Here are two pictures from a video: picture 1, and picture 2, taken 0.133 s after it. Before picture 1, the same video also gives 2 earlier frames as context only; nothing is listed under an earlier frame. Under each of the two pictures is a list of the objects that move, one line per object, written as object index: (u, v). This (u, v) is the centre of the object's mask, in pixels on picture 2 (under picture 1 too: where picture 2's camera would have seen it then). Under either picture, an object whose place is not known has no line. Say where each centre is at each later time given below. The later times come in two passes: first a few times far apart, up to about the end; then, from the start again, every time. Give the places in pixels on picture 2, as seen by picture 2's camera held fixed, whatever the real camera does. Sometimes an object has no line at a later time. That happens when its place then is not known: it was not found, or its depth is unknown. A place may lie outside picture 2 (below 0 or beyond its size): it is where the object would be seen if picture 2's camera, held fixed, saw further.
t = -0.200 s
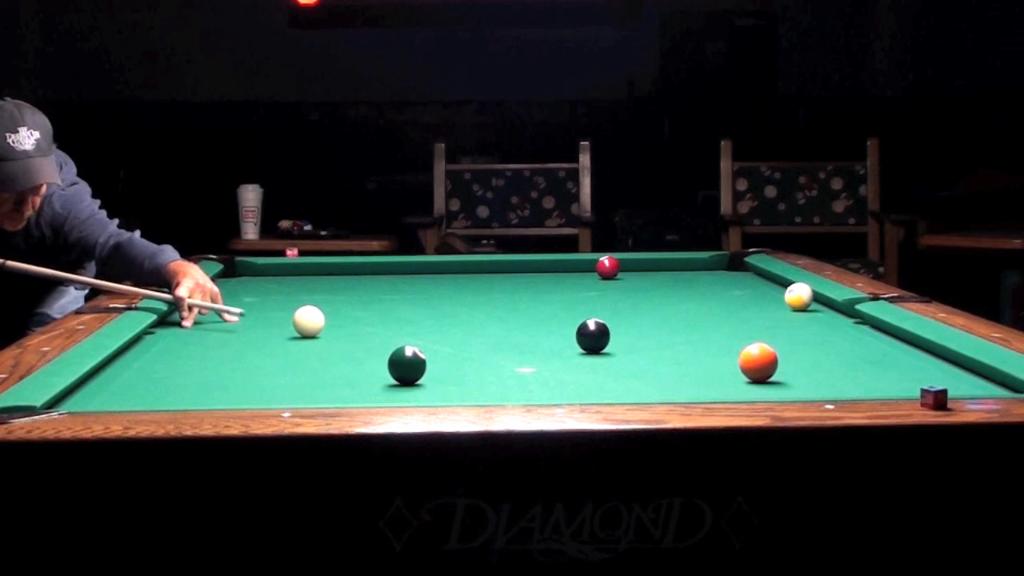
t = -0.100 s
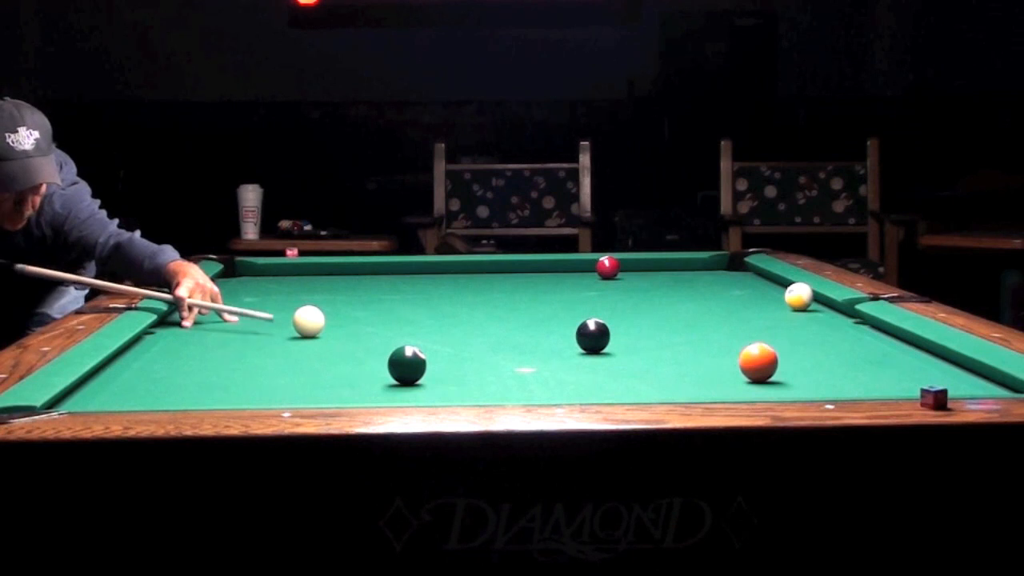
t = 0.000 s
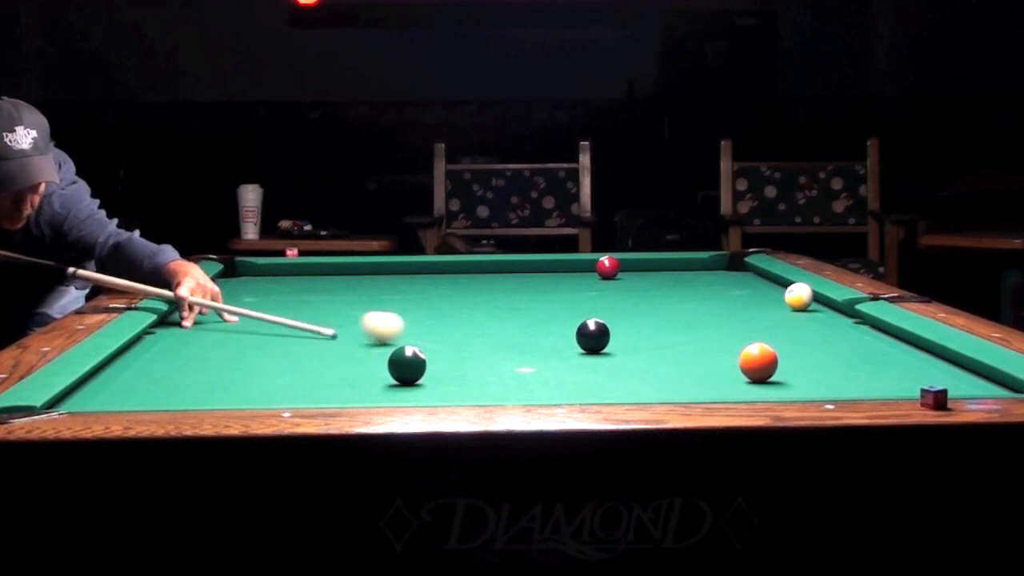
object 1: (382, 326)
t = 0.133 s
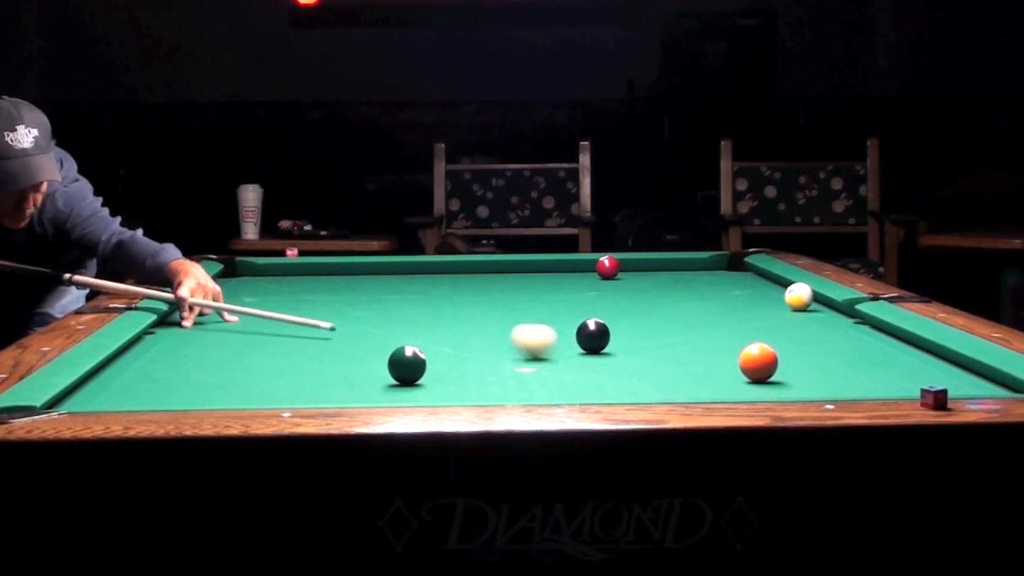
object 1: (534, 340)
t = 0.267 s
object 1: (682, 353)
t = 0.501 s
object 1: (763, 357)
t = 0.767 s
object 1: (805, 354)
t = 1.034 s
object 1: (844, 352)
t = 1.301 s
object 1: (879, 351)
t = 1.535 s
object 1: (906, 349)
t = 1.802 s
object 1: (916, 348)
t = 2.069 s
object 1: (898, 348)
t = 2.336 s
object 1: (884, 348)
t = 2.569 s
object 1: (874, 347)
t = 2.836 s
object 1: (867, 347)
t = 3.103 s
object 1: (864, 347)
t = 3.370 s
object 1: (865, 347)
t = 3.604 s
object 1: (865, 347)
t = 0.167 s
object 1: (572, 343)
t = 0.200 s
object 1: (609, 346)
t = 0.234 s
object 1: (646, 349)
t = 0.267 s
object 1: (682, 353)
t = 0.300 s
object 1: (718, 356)
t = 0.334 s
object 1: (735, 358)
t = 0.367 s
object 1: (740, 358)
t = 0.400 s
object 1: (746, 357)
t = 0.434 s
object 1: (752, 357)
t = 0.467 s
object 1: (757, 357)
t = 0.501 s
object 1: (763, 357)
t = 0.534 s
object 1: (768, 356)
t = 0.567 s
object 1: (774, 356)
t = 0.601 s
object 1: (779, 356)
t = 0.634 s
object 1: (784, 355)
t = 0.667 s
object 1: (790, 355)
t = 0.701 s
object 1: (795, 355)
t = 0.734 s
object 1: (800, 355)
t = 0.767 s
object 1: (805, 354)
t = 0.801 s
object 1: (810, 354)
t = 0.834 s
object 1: (815, 354)
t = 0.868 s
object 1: (820, 353)
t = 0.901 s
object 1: (825, 353)
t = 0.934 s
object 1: (830, 353)
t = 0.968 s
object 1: (834, 353)
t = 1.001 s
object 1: (839, 352)
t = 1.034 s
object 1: (844, 352)
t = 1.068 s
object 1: (848, 352)
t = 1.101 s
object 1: (853, 352)
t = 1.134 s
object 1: (857, 351)
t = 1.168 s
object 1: (862, 351)
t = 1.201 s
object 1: (866, 351)
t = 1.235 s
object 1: (870, 351)
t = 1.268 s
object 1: (875, 351)
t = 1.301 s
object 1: (879, 351)
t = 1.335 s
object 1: (883, 350)
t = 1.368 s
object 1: (887, 350)
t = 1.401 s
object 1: (890, 350)
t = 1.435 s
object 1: (894, 350)
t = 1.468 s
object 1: (898, 349)
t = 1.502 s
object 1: (902, 349)
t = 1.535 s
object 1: (906, 349)
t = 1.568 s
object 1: (910, 349)
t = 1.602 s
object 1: (913, 349)
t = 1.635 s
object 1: (917, 348)
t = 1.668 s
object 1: (920, 348)
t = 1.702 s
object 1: (923, 348)
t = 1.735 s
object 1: (921, 348)
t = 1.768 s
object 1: (918, 348)
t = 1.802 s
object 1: (916, 348)
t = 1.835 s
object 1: (914, 348)
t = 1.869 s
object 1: (911, 348)
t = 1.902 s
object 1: (909, 348)
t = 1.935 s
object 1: (907, 348)
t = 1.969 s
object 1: (904, 348)
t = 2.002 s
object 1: (902, 348)
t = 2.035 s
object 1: (900, 348)
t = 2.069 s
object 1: (898, 348)
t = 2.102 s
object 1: (896, 348)
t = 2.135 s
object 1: (894, 348)
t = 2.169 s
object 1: (892, 348)
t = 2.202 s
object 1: (890, 348)
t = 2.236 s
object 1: (888, 348)
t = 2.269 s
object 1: (887, 348)
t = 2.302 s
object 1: (885, 347)
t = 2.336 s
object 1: (884, 348)
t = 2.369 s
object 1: (882, 348)
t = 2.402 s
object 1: (881, 348)
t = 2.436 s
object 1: (879, 347)
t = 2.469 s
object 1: (878, 347)
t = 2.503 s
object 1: (877, 347)
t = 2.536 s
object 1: (876, 347)
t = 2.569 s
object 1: (874, 347)
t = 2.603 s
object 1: (873, 347)
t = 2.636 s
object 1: (872, 347)
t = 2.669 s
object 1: (871, 347)
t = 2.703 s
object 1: (870, 347)
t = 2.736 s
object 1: (869, 347)
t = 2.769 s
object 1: (868, 347)
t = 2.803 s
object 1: (868, 347)
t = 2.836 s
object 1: (867, 347)
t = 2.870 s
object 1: (867, 347)
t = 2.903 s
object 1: (866, 347)
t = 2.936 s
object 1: (865, 347)
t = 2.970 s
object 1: (865, 347)
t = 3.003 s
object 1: (865, 347)
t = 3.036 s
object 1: (864, 347)
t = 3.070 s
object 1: (864, 347)
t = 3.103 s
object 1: (864, 347)
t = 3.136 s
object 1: (864, 347)
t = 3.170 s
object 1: (864, 347)
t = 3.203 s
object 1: (864, 347)
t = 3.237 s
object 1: (864, 347)
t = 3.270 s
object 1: (864, 347)
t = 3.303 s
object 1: (865, 347)
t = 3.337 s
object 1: (865, 347)
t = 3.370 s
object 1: (865, 347)
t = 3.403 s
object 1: (865, 347)
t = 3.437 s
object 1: (865, 347)
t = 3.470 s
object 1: (865, 347)
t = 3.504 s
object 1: (865, 347)
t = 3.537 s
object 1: (865, 347)
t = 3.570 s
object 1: (865, 347)
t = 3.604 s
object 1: (865, 347)
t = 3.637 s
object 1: (865, 347)
